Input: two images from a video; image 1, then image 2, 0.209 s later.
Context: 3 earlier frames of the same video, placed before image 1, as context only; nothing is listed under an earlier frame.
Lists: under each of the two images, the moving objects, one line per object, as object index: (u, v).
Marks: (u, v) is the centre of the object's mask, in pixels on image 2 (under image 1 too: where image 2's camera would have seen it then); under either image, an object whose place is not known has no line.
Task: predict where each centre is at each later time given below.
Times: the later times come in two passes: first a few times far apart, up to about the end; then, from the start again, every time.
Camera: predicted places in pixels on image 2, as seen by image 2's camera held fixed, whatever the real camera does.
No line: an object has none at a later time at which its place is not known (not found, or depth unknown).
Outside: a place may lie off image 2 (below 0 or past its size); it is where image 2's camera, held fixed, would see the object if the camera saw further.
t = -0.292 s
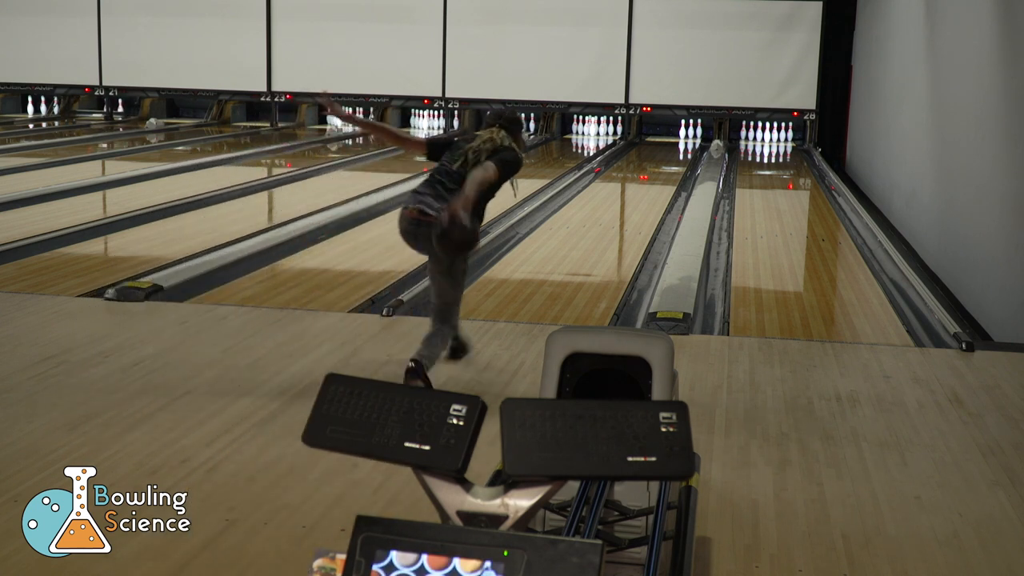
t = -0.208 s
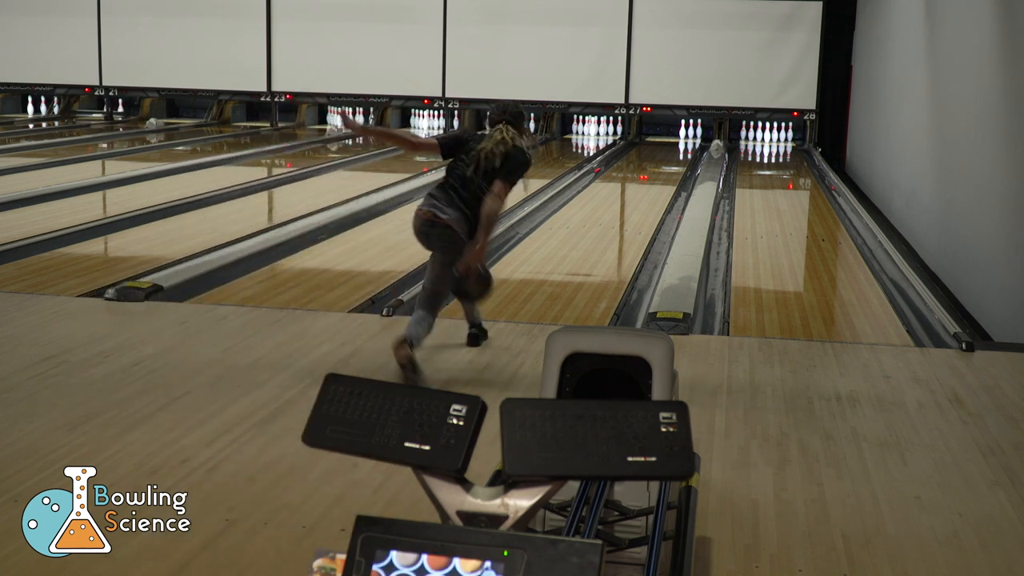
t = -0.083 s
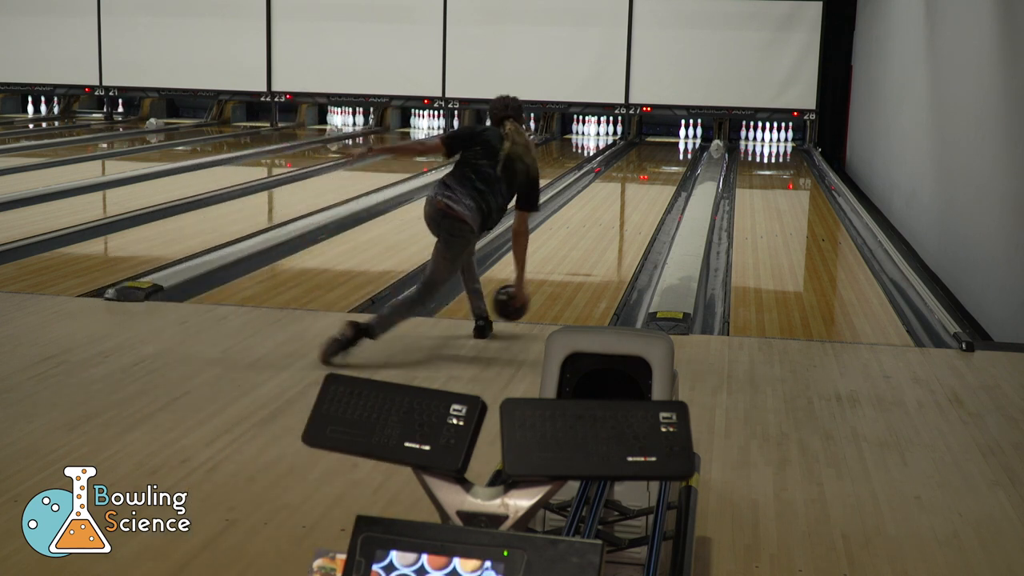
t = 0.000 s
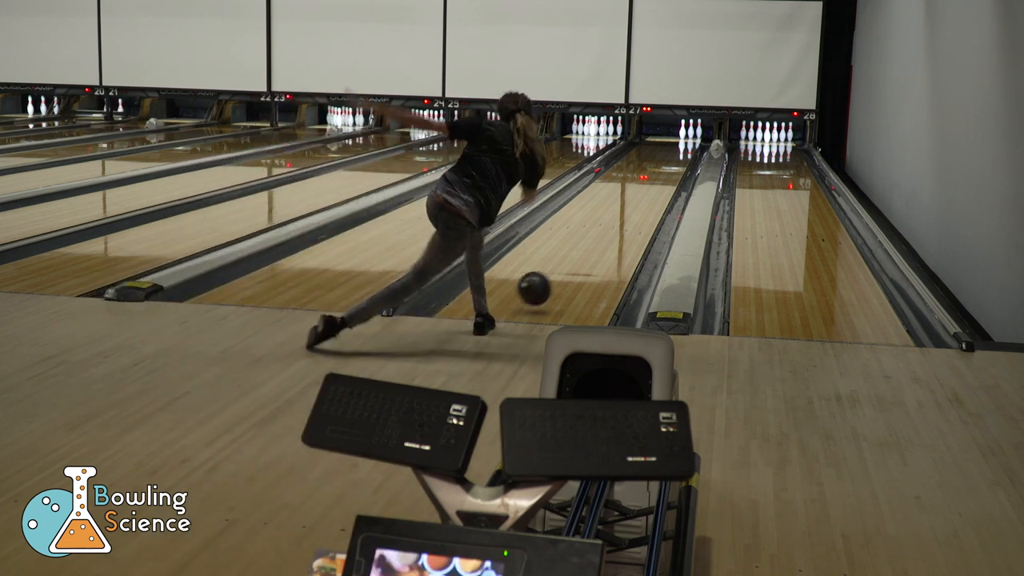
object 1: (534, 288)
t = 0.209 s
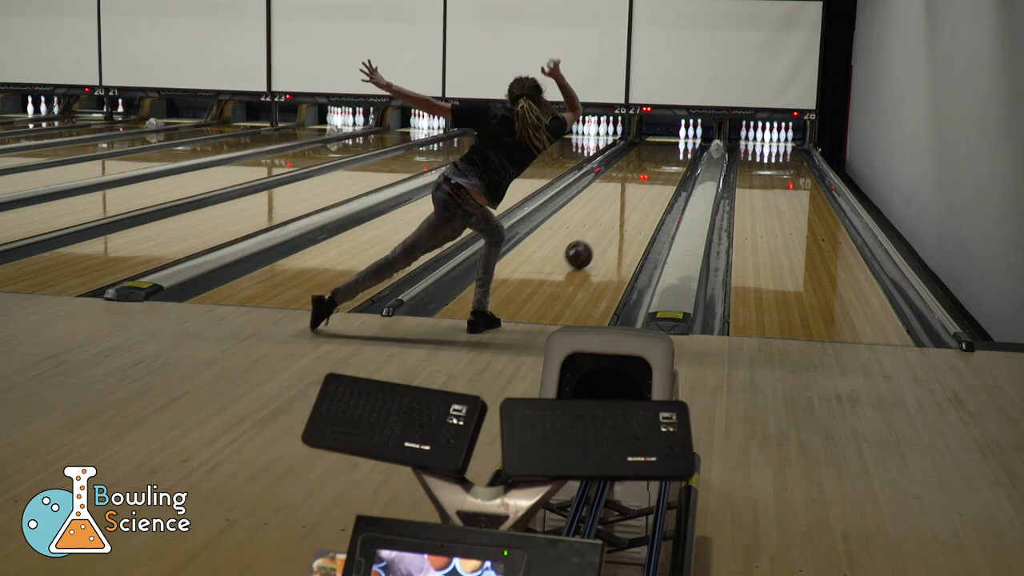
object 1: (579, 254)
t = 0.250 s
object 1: (586, 248)
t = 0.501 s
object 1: (619, 216)
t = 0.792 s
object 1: (645, 191)
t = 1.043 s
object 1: (660, 175)
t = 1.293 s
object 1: (671, 163)
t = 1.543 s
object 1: (678, 153)
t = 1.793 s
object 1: (682, 145)
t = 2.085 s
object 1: (681, 138)
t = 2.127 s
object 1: (681, 137)
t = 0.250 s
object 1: (586, 248)
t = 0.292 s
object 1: (592, 241)
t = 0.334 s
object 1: (598, 236)
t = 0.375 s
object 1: (604, 230)
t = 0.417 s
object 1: (609, 226)
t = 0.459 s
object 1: (614, 221)
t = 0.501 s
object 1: (619, 216)
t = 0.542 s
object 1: (623, 212)
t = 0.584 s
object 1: (627, 208)
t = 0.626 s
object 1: (631, 204)
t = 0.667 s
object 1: (635, 201)
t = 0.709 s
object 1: (638, 197)
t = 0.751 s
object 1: (642, 194)
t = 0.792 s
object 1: (645, 191)
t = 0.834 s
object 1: (648, 188)
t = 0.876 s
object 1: (651, 185)
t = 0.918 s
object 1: (653, 182)
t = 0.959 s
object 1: (656, 180)
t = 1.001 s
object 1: (658, 177)
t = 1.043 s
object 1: (660, 175)
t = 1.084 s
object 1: (663, 172)
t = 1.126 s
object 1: (665, 170)
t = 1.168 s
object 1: (666, 168)
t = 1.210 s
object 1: (668, 166)
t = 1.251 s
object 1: (669, 164)
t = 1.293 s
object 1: (671, 163)
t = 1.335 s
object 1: (673, 161)
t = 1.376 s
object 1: (674, 159)
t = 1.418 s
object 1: (675, 157)
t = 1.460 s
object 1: (677, 155)
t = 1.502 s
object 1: (678, 154)
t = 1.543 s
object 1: (678, 153)
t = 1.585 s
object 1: (680, 151)
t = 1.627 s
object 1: (680, 150)
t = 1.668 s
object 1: (681, 149)
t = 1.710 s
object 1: (681, 148)
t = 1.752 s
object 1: (681, 146)
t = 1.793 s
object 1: (682, 145)
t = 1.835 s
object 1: (682, 143)
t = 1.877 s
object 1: (682, 143)
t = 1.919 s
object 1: (682, 142)
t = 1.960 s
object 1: (682, 140)
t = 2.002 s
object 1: (682, 139)
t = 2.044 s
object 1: (681, 139)
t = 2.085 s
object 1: (681, 138)
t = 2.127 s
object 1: (681, 137)
